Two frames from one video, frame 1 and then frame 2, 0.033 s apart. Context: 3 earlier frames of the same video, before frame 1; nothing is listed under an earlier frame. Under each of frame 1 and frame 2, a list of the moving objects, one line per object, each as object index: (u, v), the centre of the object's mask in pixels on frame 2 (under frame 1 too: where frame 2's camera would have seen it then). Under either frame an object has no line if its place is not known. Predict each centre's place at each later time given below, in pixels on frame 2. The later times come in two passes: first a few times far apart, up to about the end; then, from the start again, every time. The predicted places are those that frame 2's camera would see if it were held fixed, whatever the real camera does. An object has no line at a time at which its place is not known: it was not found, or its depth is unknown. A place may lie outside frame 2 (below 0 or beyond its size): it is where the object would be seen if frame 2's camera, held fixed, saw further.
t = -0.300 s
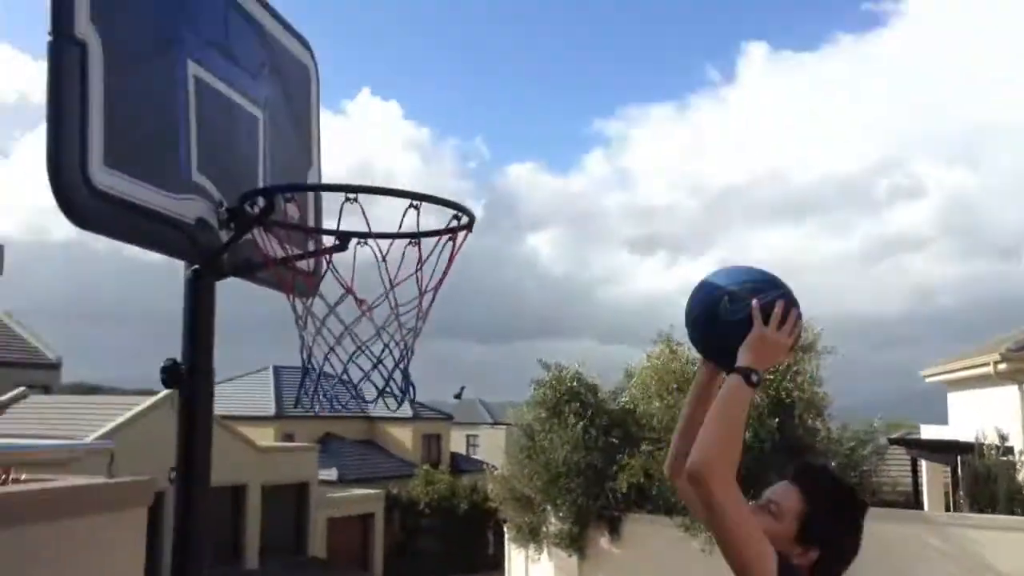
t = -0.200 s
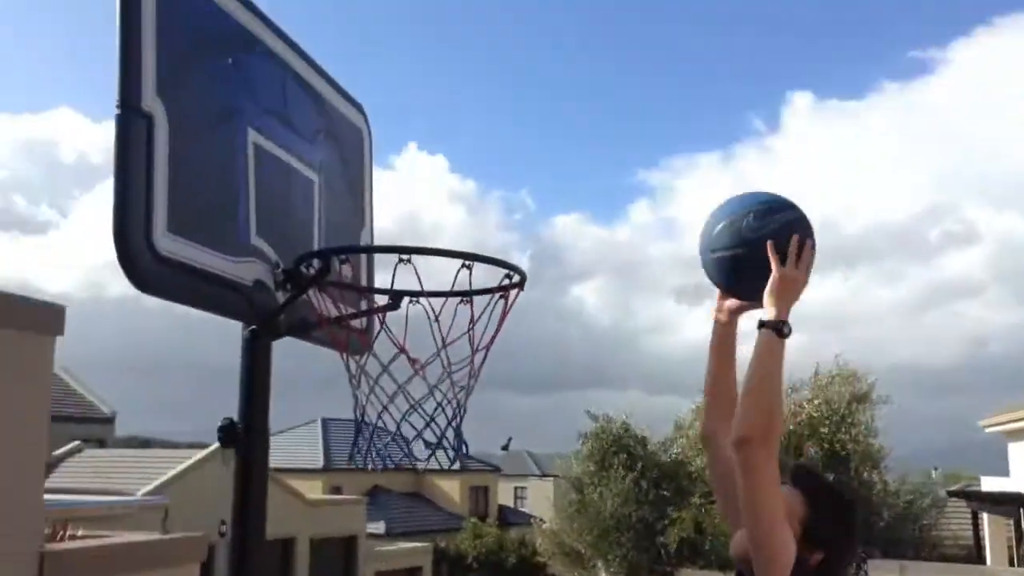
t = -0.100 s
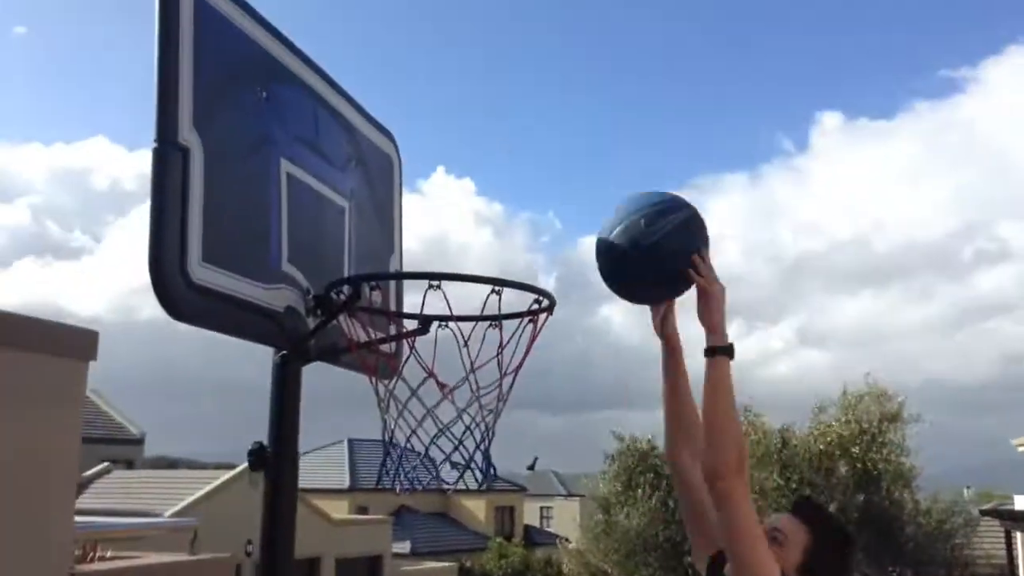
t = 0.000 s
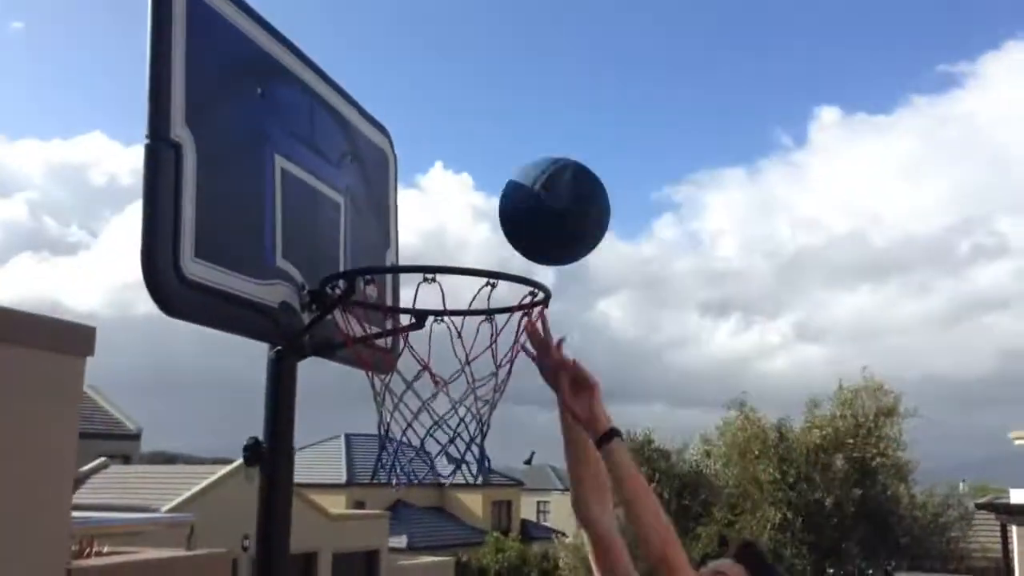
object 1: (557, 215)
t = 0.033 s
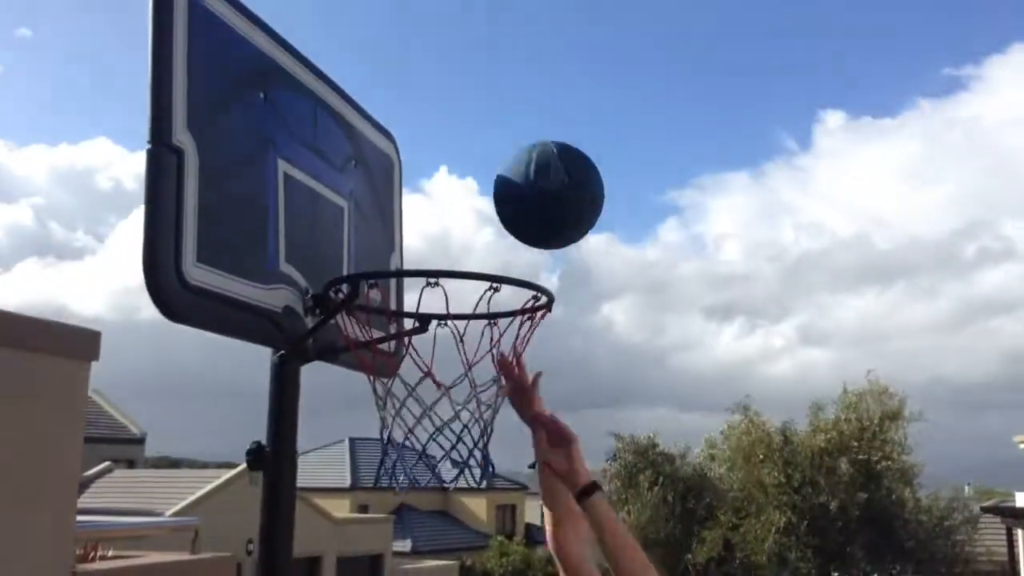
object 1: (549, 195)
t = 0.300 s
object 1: (461, 193)
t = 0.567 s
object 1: (380, 453)
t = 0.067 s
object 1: (540, 179)
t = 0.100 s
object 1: (529, 168)
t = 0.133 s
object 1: (520, 161)
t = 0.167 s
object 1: (509, 159)
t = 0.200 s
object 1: (497, 160)
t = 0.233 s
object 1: (486, 166)
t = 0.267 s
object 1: (473, 177)
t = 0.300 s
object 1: (461, 193)
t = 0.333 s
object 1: (449, 213)
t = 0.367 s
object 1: (437, 239)
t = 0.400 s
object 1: (425, 270)
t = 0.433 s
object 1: (411, 308)
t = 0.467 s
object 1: (398, 350)
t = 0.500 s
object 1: (386, 392)
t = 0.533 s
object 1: (381, 424)
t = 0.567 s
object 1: (380, 453)
